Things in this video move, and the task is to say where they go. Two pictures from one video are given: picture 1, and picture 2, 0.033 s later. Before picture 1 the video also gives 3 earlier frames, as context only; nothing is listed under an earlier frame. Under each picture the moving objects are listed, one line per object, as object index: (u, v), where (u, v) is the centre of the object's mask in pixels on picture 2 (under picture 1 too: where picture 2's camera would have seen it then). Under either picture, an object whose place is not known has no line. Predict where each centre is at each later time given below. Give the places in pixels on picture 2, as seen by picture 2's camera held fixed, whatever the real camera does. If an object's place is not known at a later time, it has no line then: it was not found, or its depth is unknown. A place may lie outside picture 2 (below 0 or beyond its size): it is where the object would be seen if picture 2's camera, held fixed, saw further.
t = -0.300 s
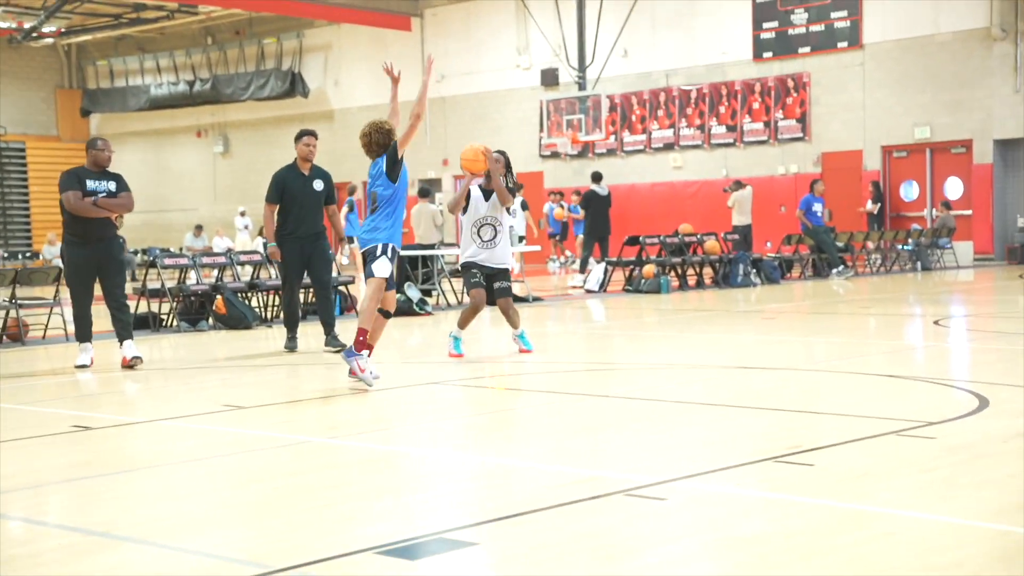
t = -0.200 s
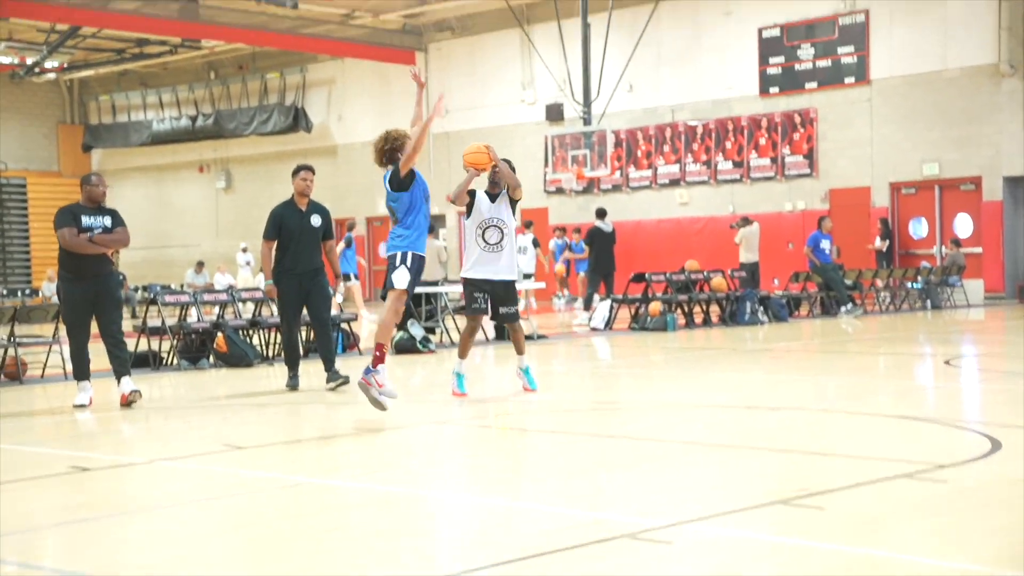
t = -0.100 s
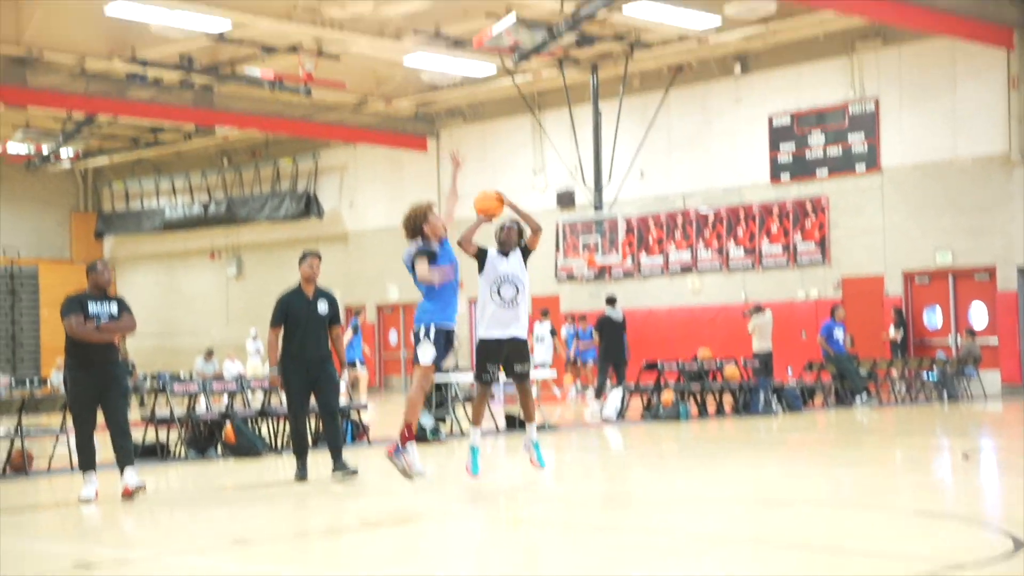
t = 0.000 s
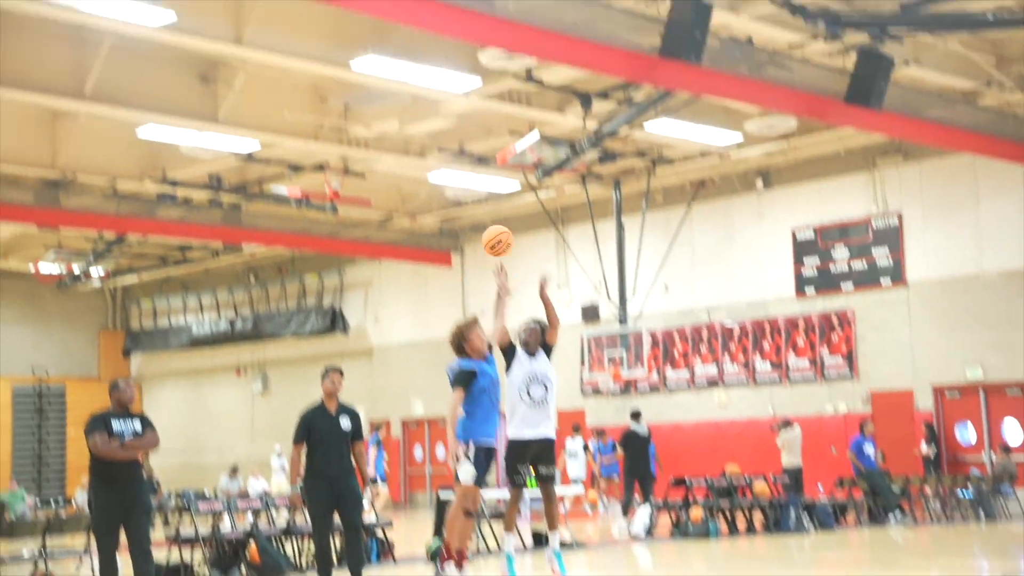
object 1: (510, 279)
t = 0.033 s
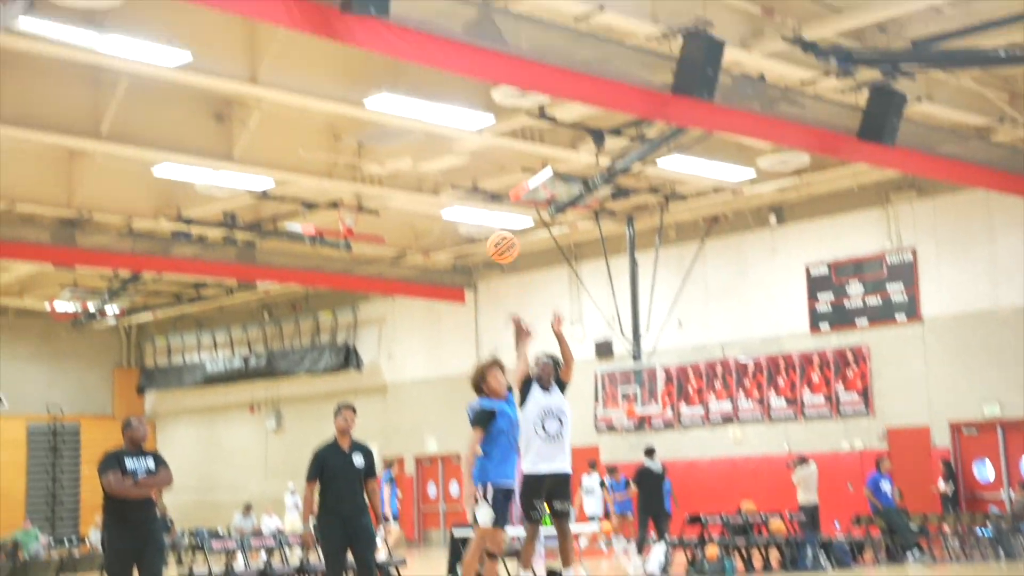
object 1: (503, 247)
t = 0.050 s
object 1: (499, 233)
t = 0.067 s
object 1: (495, 218)
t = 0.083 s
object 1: (491, 204)
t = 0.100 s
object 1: (487, 190)
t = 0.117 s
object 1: (483, 177)
